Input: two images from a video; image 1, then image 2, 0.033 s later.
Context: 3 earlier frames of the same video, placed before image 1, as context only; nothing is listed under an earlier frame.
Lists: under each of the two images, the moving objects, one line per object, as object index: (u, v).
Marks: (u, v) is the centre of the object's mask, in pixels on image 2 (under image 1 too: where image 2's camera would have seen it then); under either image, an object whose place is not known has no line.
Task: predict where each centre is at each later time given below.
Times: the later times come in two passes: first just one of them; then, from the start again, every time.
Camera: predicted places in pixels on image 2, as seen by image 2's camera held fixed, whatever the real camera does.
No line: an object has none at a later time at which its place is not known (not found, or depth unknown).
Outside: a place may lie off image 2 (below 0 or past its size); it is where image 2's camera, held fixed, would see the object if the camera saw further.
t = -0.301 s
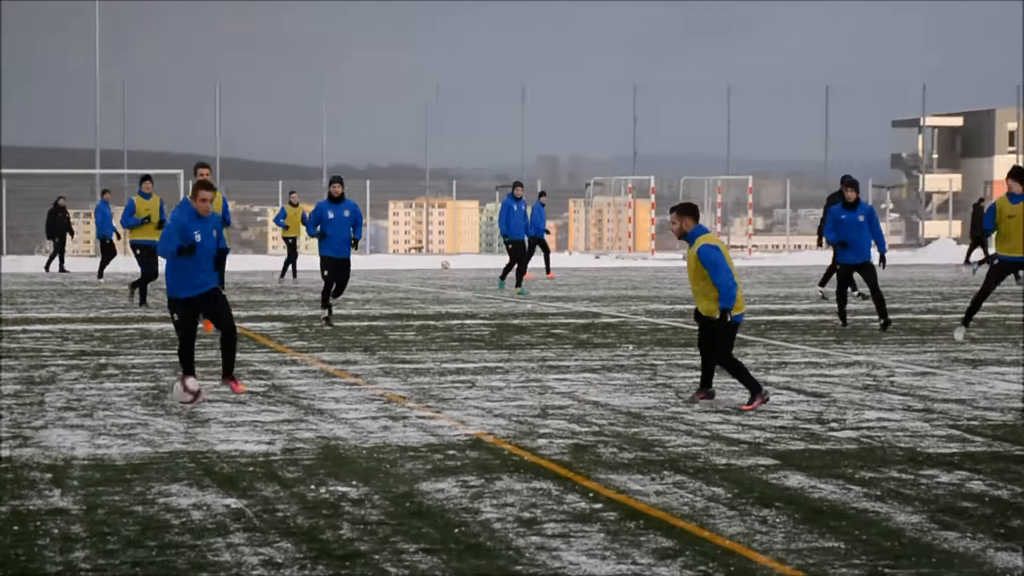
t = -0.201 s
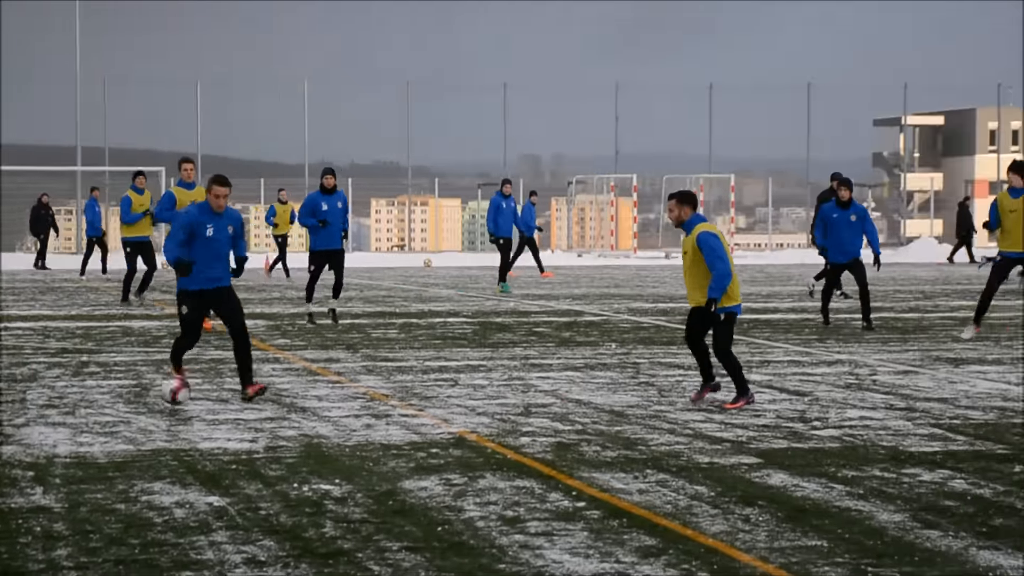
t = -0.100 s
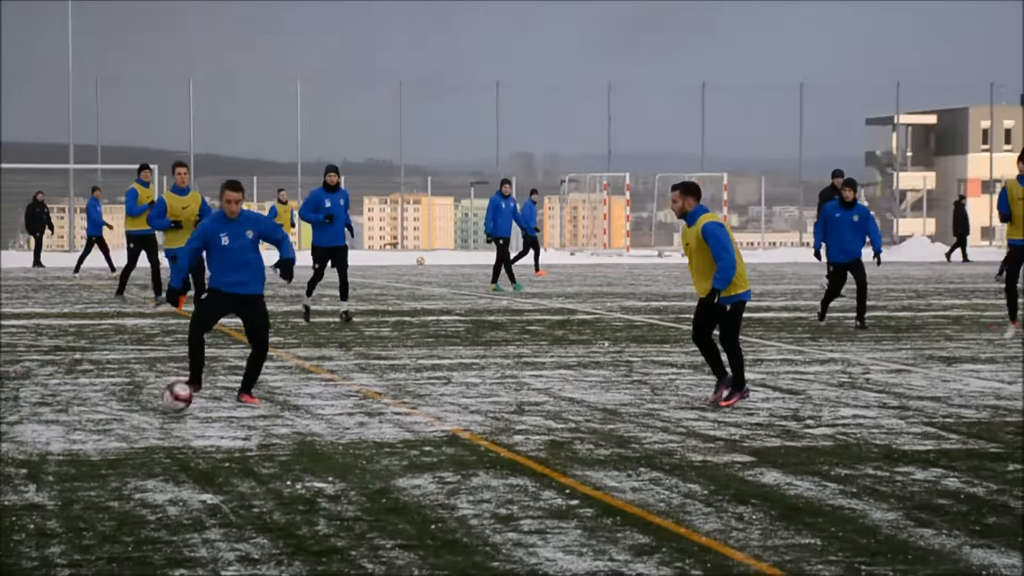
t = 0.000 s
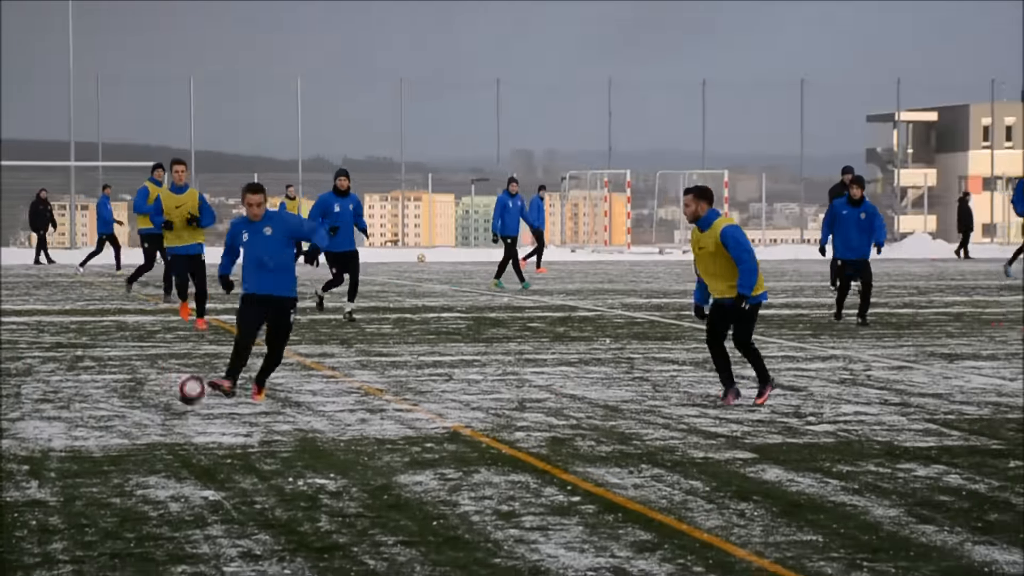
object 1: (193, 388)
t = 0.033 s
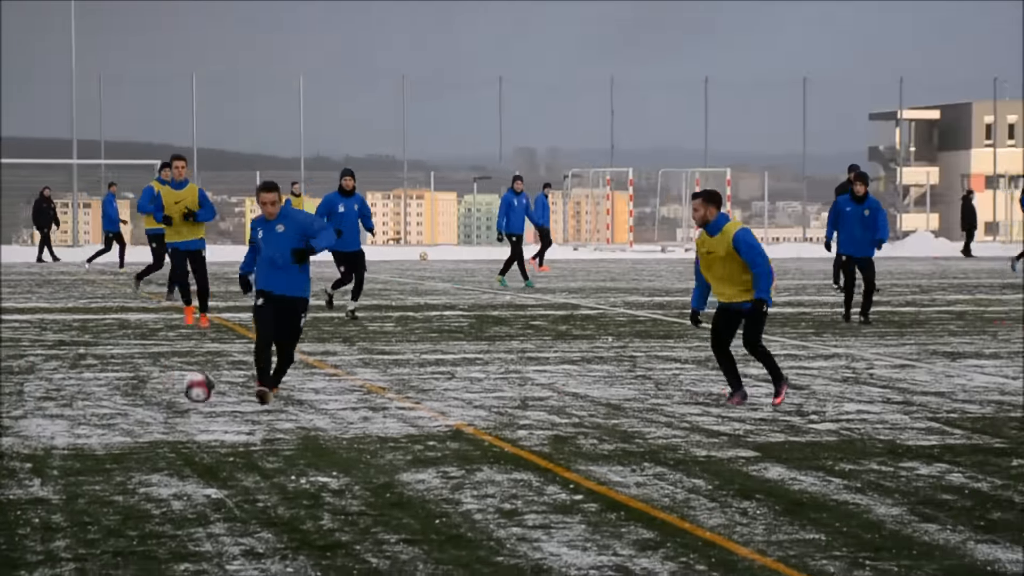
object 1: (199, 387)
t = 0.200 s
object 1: (222, 412)
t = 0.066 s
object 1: (202, 387)
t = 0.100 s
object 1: (209, 391)
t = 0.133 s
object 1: (213, 397)
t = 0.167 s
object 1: (216, 401)
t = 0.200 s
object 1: (222, 412)
